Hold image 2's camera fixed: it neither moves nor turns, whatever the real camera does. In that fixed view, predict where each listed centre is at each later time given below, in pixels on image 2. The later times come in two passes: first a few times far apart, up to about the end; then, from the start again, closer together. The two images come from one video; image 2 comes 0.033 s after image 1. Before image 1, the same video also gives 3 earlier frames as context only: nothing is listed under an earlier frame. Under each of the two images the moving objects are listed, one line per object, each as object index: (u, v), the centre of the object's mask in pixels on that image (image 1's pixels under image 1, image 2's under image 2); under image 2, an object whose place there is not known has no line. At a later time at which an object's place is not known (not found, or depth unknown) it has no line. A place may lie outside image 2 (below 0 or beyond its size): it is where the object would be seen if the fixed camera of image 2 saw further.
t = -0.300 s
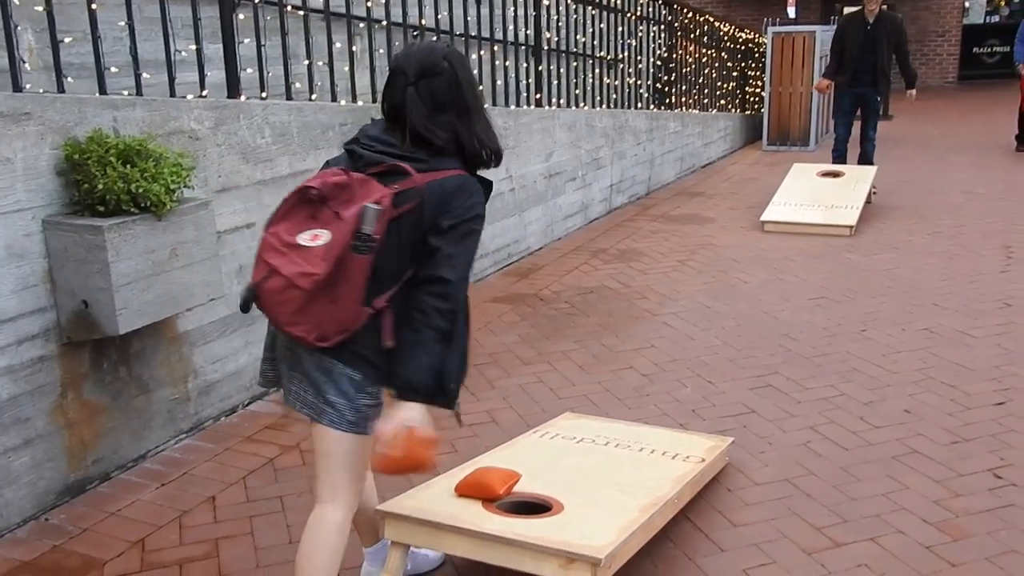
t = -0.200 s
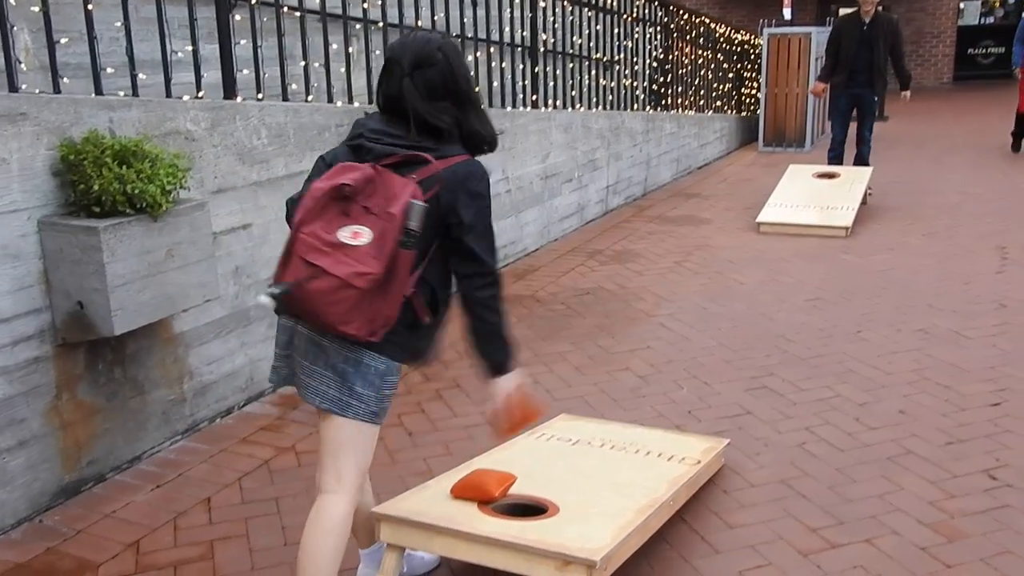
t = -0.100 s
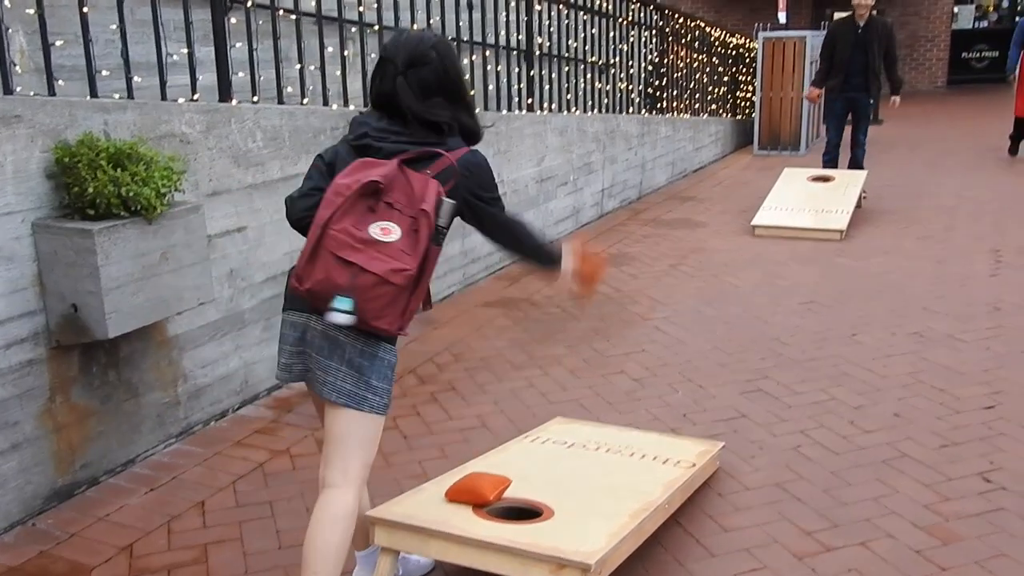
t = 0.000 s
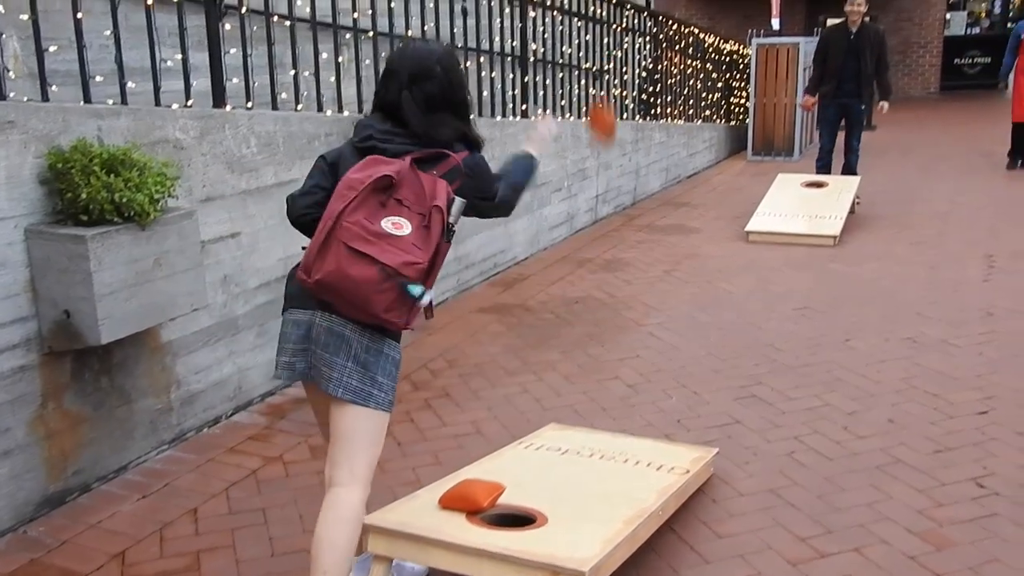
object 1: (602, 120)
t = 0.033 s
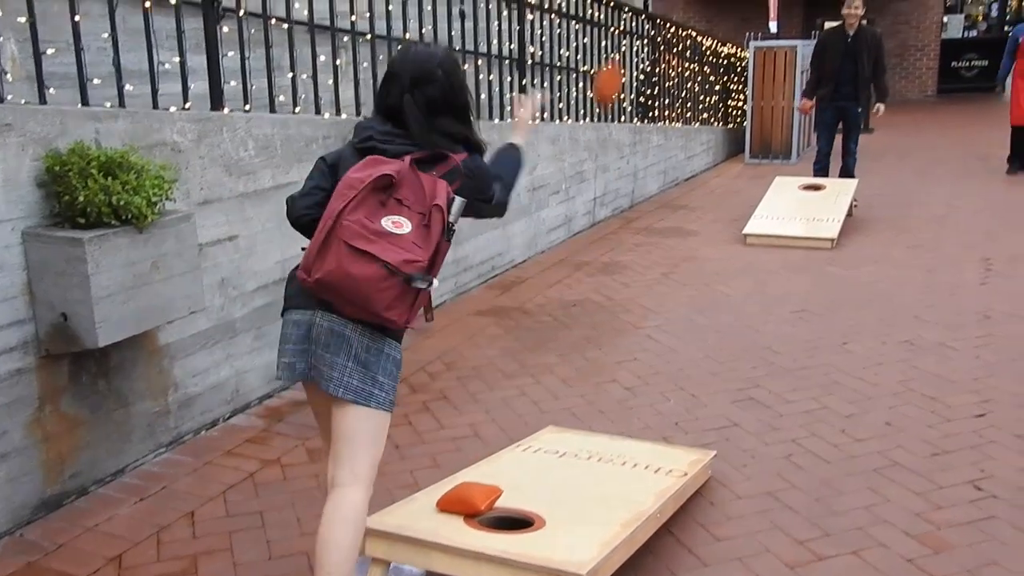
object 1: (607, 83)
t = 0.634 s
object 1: (685, 1)
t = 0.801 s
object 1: (694, 90)
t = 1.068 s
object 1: (696, 201)
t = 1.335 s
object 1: (676, 196)
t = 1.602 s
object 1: (661, 193)
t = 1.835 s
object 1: (658, 194)
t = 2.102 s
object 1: (659, 194)
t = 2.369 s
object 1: (659, 195)
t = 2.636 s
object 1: (659, 195)
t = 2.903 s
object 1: (658, 195)
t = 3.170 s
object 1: (658, 196)
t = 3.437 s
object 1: (658, 196)
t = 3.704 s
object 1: (658, 196)
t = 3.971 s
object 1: (658, 195)
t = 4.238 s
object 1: (658, 196)
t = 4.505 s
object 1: (657, 196)
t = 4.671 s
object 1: (656, 197)
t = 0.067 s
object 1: (615, 49)
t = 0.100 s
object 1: (622, 20)
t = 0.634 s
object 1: (685, 1)
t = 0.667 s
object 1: (686, 15)
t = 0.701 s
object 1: (689, 33)
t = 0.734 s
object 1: (692, 50)
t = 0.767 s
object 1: (693, 71)
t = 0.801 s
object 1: (694, 90)
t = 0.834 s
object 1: (696, 110)
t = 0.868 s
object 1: (696, 132)
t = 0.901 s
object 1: (698, 152)
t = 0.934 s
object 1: (700, 176)
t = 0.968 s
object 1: (701, 197)
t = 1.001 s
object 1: (701, 214)
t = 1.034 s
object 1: (699, 209)
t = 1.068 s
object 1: (696, 201)
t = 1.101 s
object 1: (692, 196)
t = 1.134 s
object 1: (690, 192)
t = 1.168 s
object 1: (688, 190)
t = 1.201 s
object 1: (684, 188)
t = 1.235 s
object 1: (683, 188)
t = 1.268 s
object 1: (681, 190)
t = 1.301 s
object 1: (678, 193)
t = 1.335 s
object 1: (676, 196)
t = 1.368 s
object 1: (673, 198)
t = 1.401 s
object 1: (671, 196)
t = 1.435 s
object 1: (670, 193)
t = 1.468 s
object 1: (668, 193)
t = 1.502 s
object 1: (666, 193)
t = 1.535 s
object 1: (664, 195)
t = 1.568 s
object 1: (662, 194)
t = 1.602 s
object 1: (661, 193)
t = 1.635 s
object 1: (660, 192)
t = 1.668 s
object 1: (659, 193)
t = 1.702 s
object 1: (658, 193)
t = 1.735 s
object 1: (658, 193)
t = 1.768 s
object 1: (658, 194)
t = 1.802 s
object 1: (657, 194)
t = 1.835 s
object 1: (658, 194)
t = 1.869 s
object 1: (658, 194)
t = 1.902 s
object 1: (659, 194)
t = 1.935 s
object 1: (659, 194)
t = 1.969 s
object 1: (659, 194)
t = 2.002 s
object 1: (659, 194)
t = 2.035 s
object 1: (659, 194)
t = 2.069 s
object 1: (659, 194)
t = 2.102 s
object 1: (659, 194)
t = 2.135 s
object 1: (659, 195)
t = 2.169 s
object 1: (659, 195)
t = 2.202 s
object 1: (659, 194)
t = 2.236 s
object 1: (659, 195)
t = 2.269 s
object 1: (659, 195)
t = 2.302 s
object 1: (659, 195)
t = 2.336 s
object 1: (659, 195)
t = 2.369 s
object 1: (659, 195)
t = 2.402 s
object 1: (659, 195)
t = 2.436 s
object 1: (659, 195)
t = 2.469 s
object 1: (658, 195)
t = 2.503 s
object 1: (659, 195)
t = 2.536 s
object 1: (659, 195)
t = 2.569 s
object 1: (659, 195)
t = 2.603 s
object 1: (659, 195)
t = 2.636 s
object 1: (659, 195)
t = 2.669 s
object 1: (659, 195)
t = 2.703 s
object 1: (659, 195)
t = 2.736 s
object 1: (659, 195)
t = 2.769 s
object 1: (658, 195)
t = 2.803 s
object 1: (658, 195)
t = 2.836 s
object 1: (658, 195)
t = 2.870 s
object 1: (658, 195)
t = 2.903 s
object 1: (658, 195)
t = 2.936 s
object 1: (658, 195)
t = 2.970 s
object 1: (658, 196)
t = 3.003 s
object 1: (658, 195)
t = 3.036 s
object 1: (658, 195)
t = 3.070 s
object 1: (658, 195)
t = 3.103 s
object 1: (658, 195)
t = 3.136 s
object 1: (658, 196)
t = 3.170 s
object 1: (658, 196)
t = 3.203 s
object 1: (658, 196)
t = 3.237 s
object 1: (658, 196)
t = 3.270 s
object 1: (658, 195)
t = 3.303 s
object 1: (658, 196)
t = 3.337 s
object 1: (658, 196)
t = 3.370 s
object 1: (658, 196)
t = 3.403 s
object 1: (658, 196)
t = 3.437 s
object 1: (658, 196)
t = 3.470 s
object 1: (658, 196)
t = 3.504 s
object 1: (658, 196)
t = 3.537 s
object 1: (658, 196)
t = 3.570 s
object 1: (658, 196)
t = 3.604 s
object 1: (658, 196)
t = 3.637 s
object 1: (658, 196)
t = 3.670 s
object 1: (658, 196)
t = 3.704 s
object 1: (658, 196)
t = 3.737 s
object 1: (658, 196)
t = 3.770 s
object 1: (658, 196)
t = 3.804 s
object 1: (658, 196)
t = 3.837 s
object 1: (658, 196)
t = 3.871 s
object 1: (658, 196)
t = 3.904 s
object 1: (658, 195)
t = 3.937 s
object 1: (658, 196)
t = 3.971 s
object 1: (658, 195)
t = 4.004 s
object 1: (658, 195)
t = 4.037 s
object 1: (658, 195)
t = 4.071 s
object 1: (657, 196)
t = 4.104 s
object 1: (658, 196)
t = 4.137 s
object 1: (657, 196)
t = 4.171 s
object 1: (657, 196)
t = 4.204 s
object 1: (658, 196)
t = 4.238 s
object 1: (658, 196)
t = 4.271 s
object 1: (657, 196)
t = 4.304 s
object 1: (657, 196)
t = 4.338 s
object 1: (657, 196)
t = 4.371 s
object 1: (657, 196)
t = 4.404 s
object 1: (657, 196)
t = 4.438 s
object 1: (657, 196)
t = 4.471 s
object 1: (657, 196)
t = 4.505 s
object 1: (657, 196)
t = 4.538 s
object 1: (657, 196)
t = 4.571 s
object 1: (657, 196)
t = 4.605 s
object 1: (656, 196)
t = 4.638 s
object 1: (656, 196)
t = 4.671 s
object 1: (656, 197)
